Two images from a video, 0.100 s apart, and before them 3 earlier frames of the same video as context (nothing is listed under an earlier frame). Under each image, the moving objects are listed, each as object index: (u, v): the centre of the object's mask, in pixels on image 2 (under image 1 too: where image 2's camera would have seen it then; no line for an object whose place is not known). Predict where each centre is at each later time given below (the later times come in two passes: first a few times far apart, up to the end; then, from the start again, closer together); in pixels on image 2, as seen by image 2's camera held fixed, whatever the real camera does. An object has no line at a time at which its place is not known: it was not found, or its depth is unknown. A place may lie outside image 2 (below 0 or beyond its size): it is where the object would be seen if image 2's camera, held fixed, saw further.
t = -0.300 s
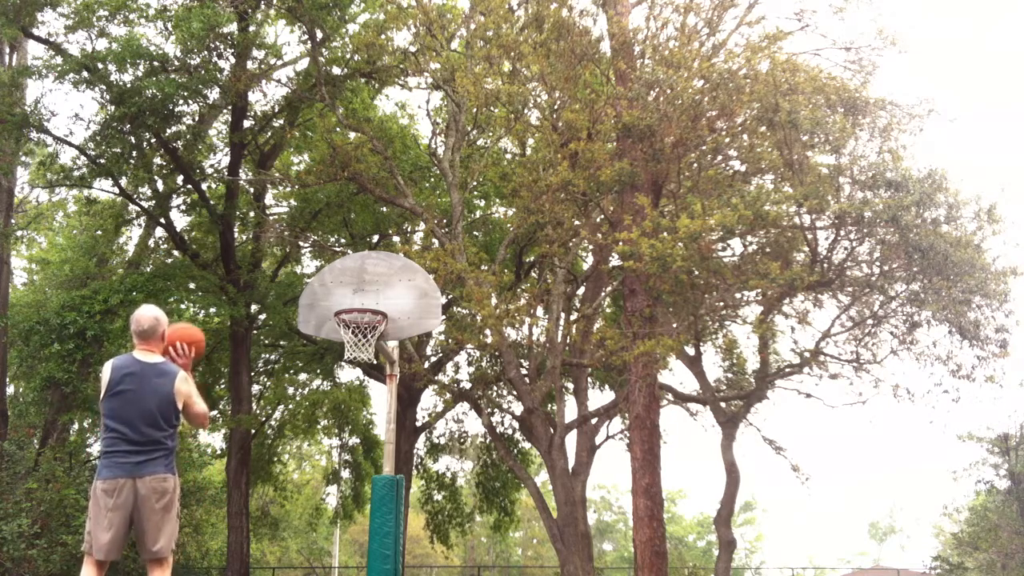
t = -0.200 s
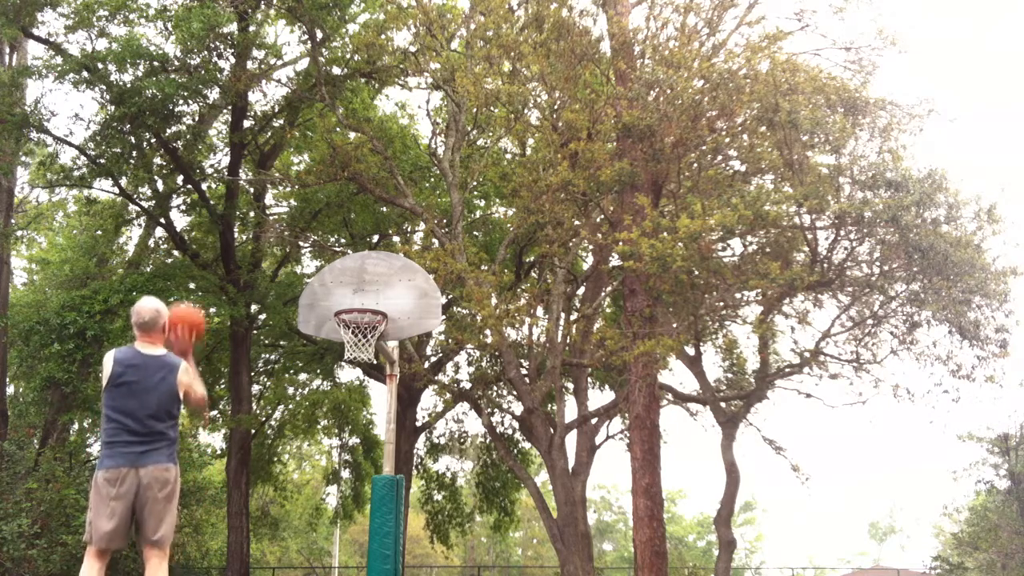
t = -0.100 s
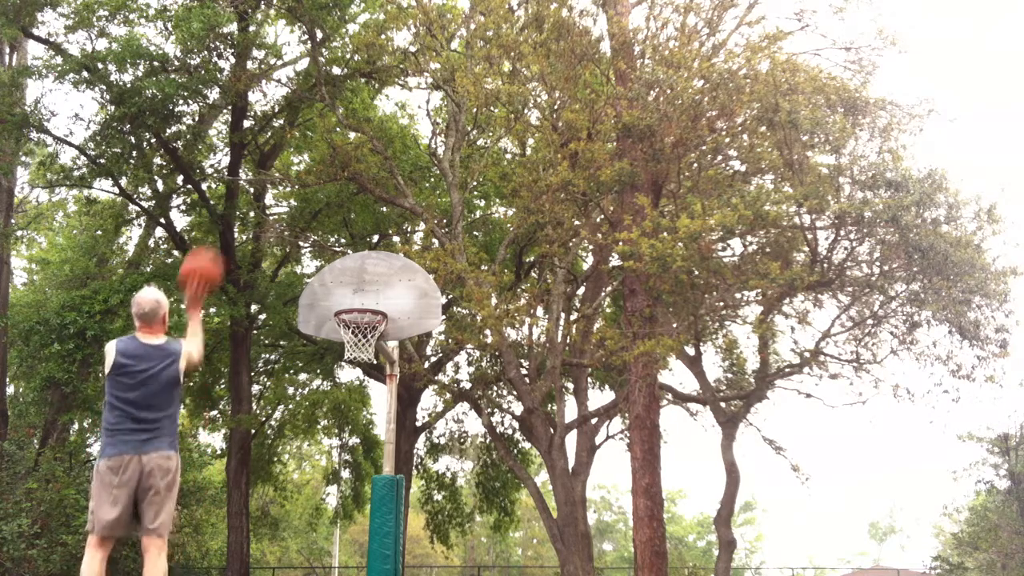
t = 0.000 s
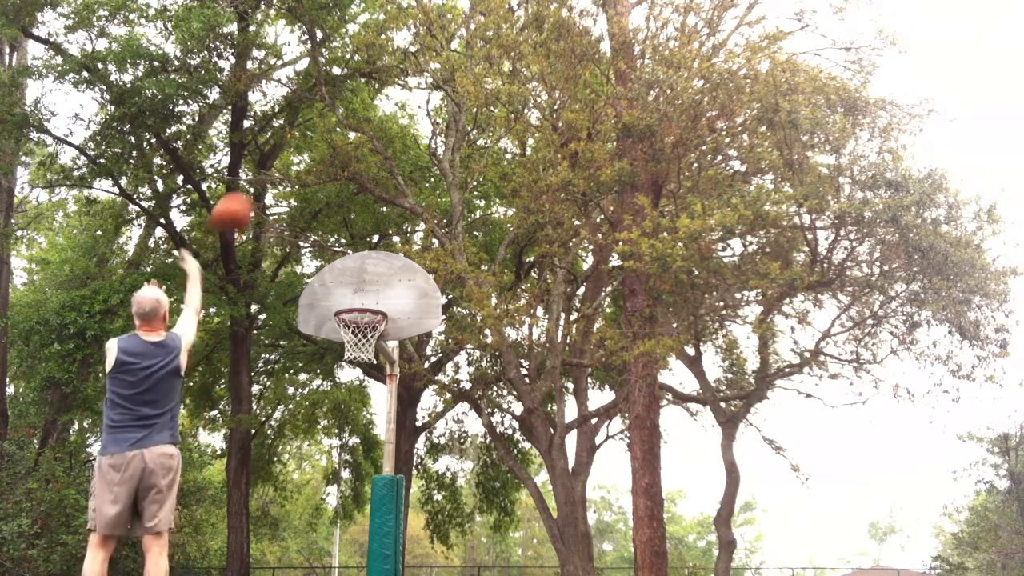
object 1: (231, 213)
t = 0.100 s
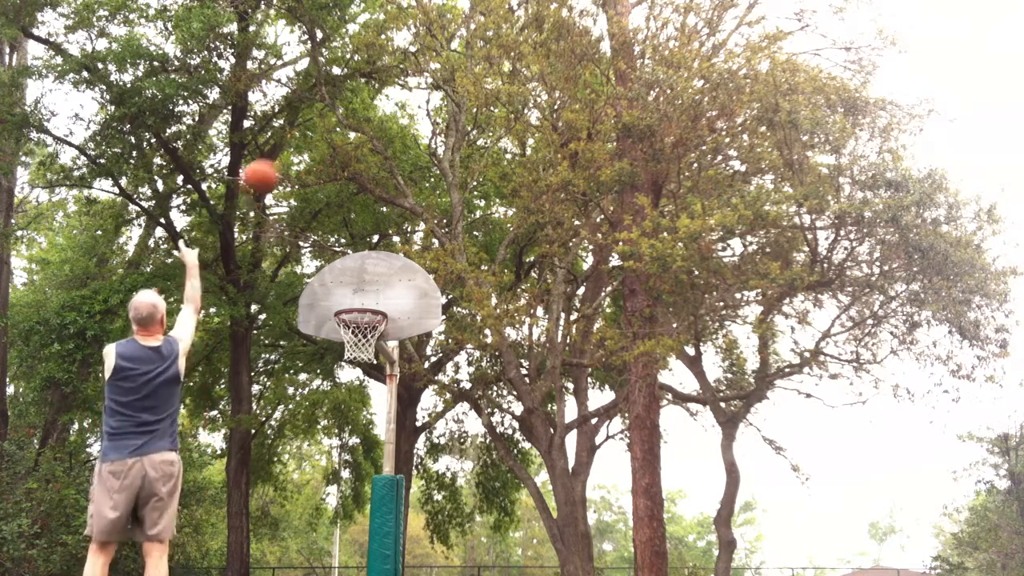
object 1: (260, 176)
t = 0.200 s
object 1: (283, 158)
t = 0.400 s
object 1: (321, 158)
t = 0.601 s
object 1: (349, 198)
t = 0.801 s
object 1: (372, 273)
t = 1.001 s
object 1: (337, 303)
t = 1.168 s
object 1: (285, 321)
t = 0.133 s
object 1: (269, 169)
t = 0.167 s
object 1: (275, 163)
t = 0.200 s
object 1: (283, 158)
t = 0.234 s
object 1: (290, 155)
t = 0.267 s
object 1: (297, 153)
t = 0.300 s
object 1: (303, 152)
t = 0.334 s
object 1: (310, 153)
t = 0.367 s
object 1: (316, 155)
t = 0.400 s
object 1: (321, 158)
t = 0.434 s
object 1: (325, 163)
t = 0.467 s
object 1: (330, 167)
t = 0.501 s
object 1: (335, 174)
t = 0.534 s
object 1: (340, 181)
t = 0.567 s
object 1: (345, 189)
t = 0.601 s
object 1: (349, 198)
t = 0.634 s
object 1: (353, 209)
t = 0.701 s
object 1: (360, 231)
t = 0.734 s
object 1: (364, 244)
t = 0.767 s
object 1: (368, 258)
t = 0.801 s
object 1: (372, 273)
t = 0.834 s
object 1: (375, 290)
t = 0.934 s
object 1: (358, 301)
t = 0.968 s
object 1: (347, 301)
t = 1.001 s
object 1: (337, 303)
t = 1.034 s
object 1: (326, 305)
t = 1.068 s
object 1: (318, 307)
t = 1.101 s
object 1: (306, 311)
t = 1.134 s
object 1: (296, 316)
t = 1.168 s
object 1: (285, 321)
